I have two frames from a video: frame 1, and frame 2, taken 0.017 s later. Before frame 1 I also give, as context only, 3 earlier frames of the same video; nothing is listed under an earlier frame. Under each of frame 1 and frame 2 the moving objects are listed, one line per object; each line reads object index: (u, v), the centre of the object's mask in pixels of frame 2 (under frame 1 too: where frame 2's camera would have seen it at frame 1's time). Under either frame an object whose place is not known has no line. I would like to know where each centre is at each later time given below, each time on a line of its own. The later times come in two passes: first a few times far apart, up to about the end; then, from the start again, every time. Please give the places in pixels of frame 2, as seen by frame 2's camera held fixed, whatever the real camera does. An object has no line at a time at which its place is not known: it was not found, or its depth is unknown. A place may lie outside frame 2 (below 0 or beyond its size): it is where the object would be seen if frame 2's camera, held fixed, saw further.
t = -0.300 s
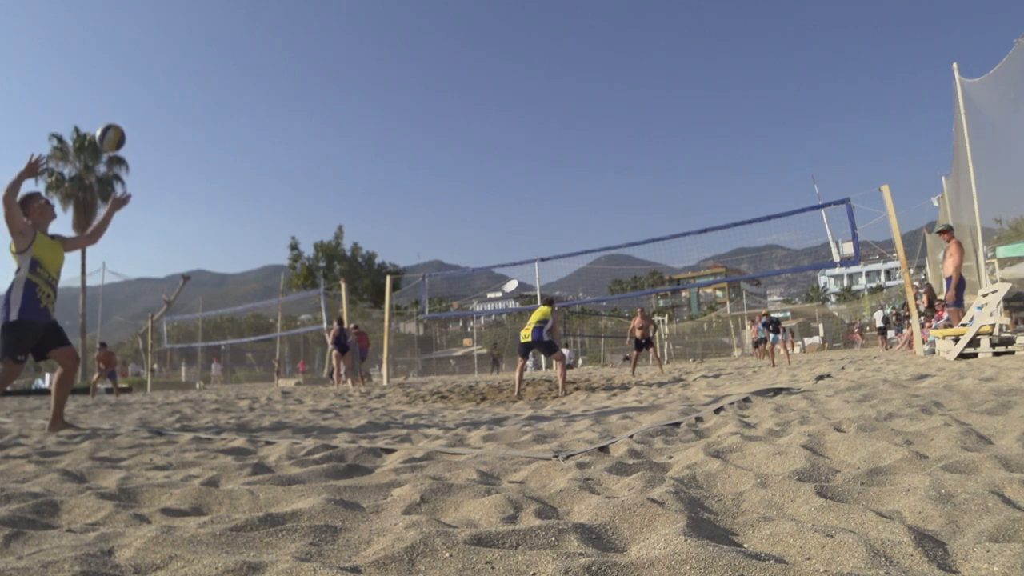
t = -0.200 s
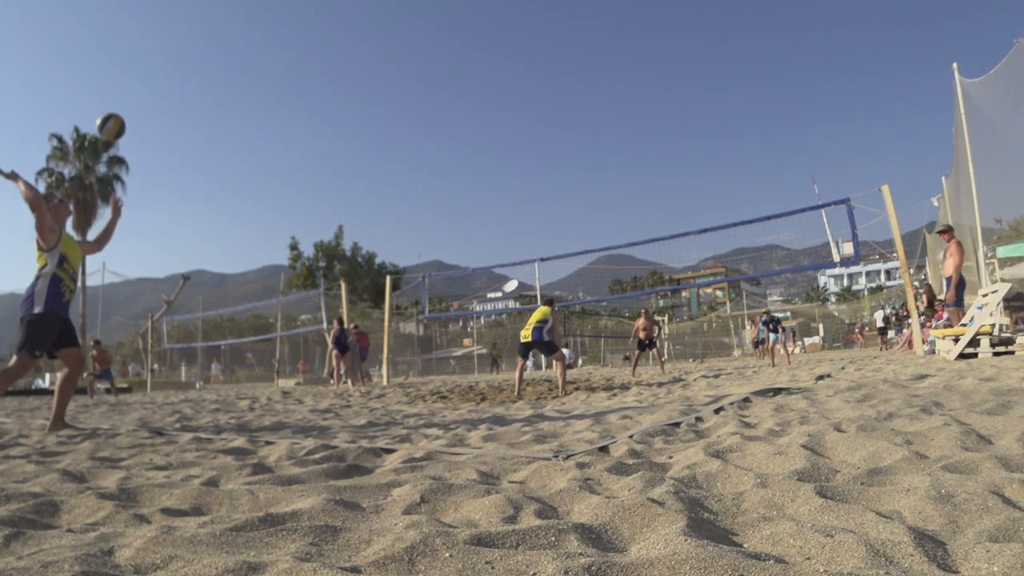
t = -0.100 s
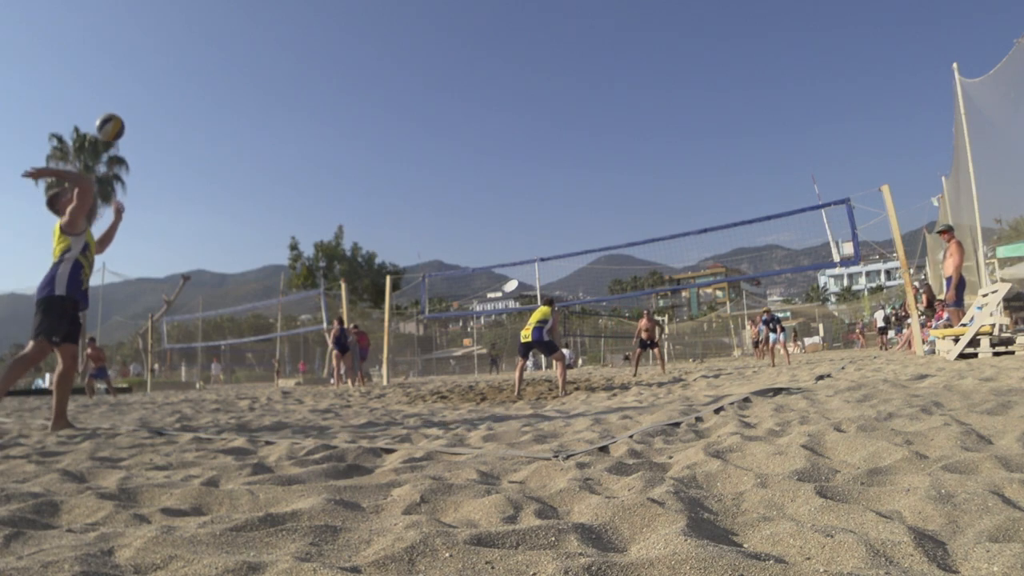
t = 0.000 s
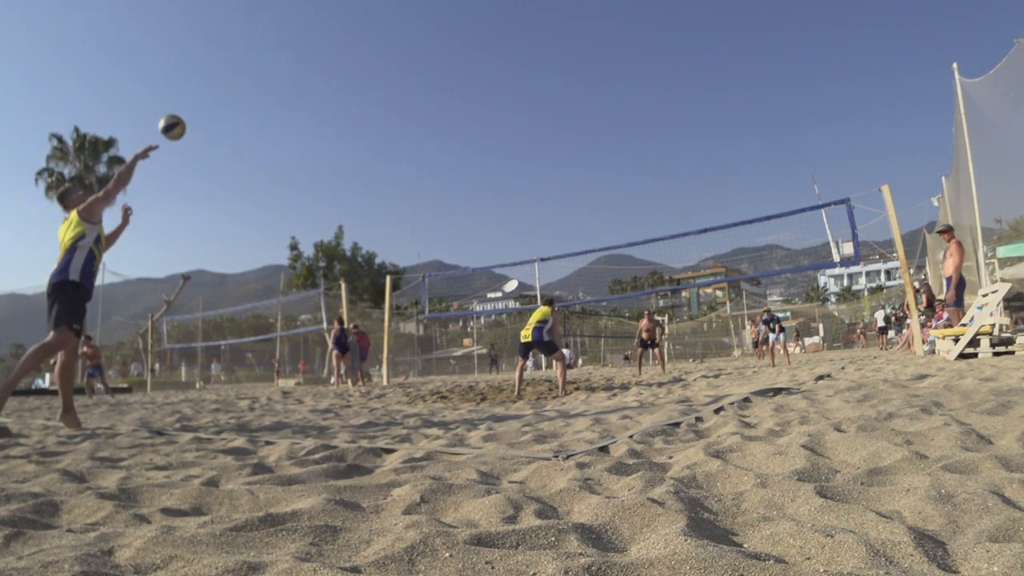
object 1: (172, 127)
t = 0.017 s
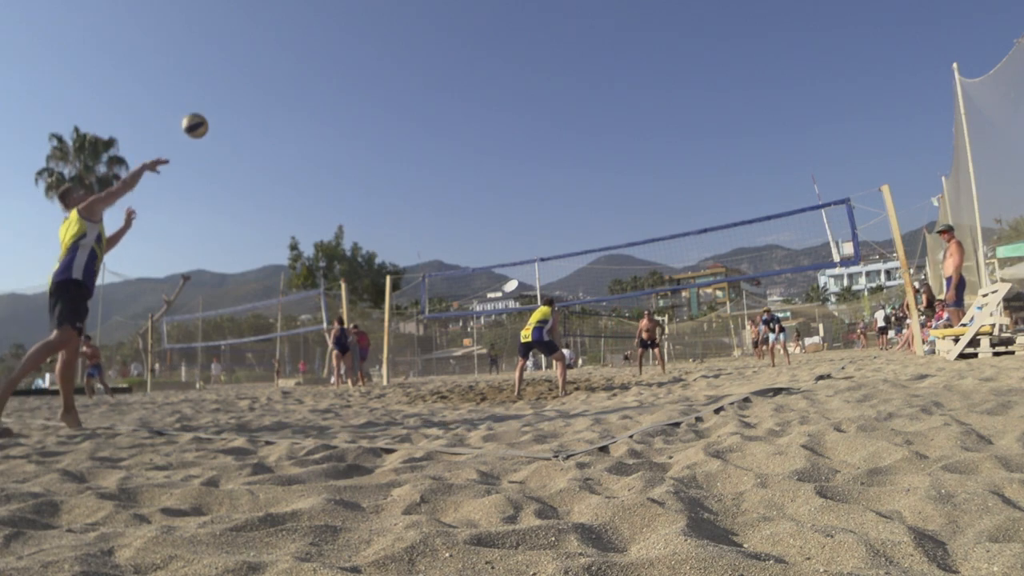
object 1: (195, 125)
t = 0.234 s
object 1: (401, 132)
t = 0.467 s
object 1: (519, 169)
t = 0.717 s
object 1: (595, 222)
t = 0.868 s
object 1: (628, 259)
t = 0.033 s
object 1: (216, 124)
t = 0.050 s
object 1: (237, 123)
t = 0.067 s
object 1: (256, 123)
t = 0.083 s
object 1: (274, 123)
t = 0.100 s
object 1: (292, 123)
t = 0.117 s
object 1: (308, 123)
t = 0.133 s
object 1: (323, 124)
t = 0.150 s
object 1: (338, 125)
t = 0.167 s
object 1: (352, 126)
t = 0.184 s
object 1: (365, 127)
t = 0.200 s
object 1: (378, 128)
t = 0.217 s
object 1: (390, 131)
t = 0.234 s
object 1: (401, 132)
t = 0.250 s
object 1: (412, 134)
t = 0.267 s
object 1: (422, 136)
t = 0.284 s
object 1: (432, 139)
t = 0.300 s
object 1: (442, 141)
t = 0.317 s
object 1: (451, 144)
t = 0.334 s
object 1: (460, 146)
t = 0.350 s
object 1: (468, 149)
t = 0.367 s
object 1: (476, 151)
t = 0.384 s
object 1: (483, 154)
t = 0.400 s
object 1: (491, 157)
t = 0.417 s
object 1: (498, 160)
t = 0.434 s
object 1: (506, 163)
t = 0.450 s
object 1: (512, 166)
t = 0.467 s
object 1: (519, 169)
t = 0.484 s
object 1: (525, 172)
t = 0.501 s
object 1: (531, 175)
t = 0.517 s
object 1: (537, 178)
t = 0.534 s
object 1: (543, 181)
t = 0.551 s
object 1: (548, 185)
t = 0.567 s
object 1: (554, 189)
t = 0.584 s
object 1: (558, 192)
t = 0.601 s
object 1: (564, 195)
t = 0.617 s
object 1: (568, 200)
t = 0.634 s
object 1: (573, 203)
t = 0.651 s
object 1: (577, 207)
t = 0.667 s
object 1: (582, 211)
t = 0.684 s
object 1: (586, 215)
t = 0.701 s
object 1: (591, 219)
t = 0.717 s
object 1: (595, 222)
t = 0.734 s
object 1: (599, 226)
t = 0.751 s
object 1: (603, 231)
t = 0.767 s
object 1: (606, 235)
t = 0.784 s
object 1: (610, 239)
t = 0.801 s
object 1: (614, 241)
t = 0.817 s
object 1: (618, 247)
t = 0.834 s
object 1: (622, 251)
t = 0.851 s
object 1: (625, 254)
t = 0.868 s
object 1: (628, 259)
